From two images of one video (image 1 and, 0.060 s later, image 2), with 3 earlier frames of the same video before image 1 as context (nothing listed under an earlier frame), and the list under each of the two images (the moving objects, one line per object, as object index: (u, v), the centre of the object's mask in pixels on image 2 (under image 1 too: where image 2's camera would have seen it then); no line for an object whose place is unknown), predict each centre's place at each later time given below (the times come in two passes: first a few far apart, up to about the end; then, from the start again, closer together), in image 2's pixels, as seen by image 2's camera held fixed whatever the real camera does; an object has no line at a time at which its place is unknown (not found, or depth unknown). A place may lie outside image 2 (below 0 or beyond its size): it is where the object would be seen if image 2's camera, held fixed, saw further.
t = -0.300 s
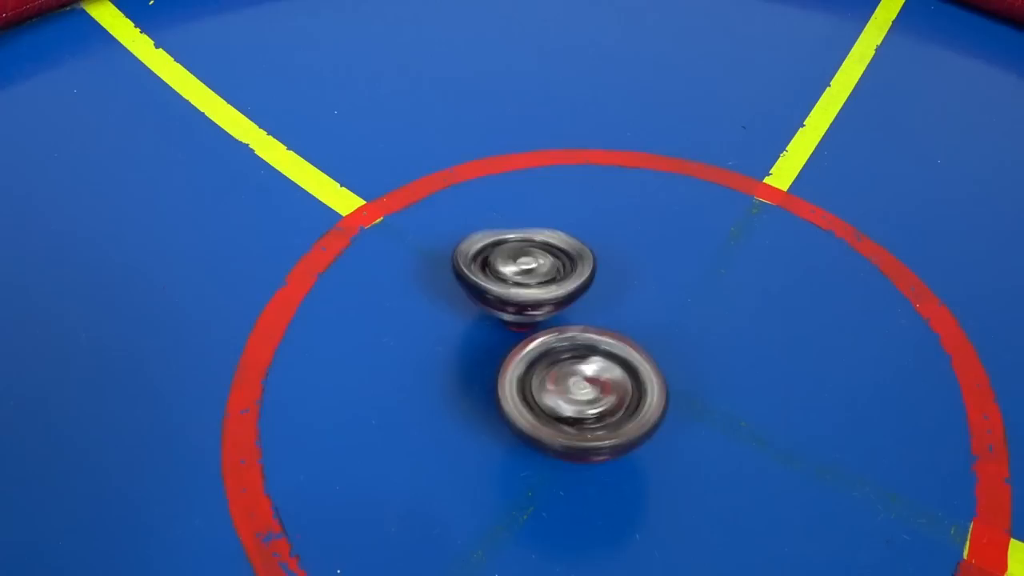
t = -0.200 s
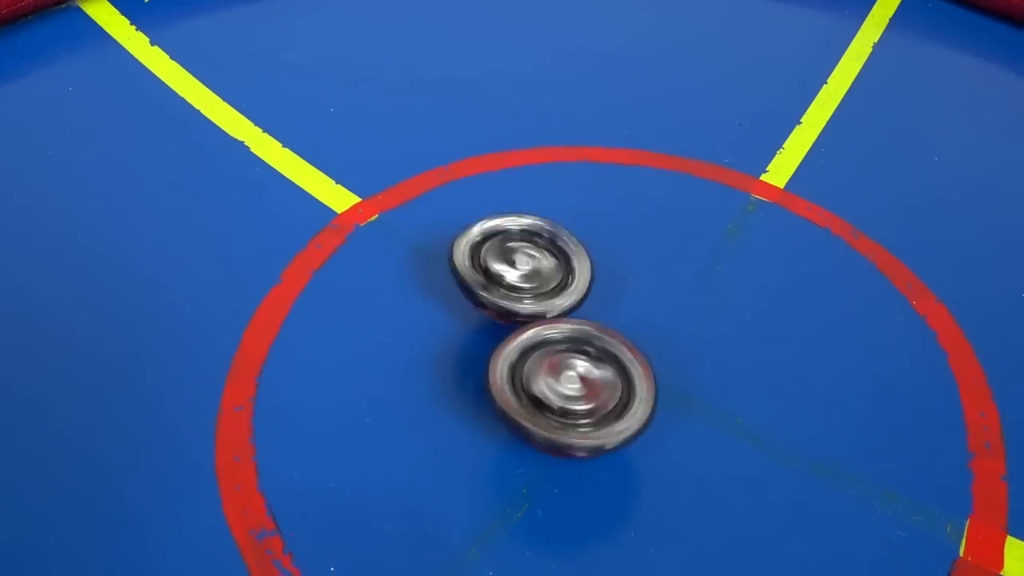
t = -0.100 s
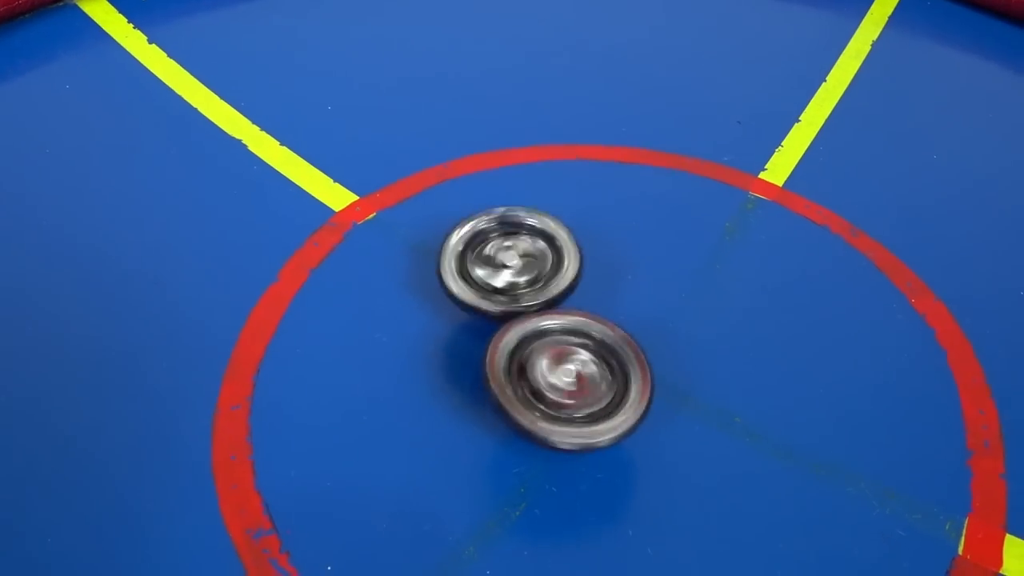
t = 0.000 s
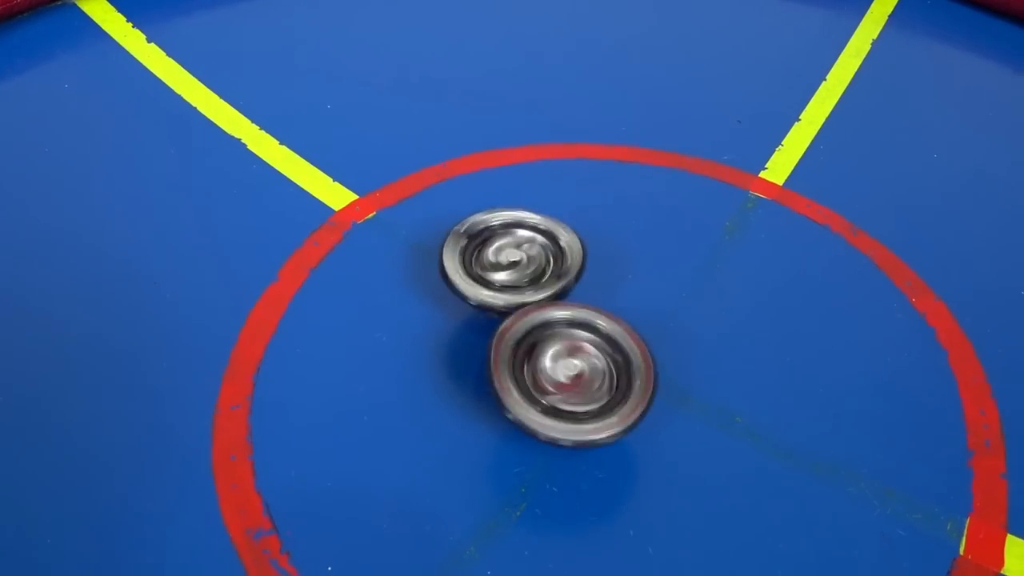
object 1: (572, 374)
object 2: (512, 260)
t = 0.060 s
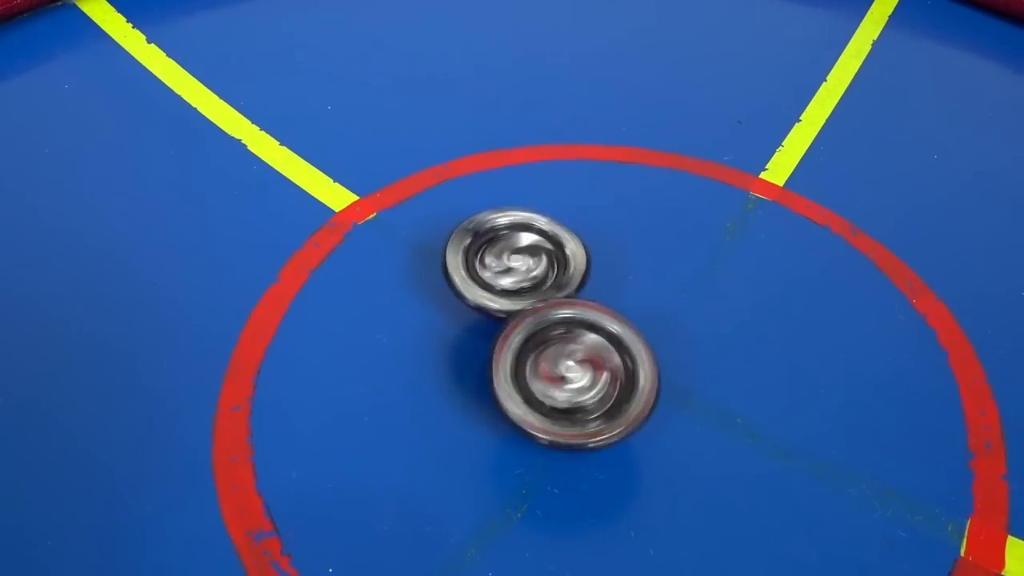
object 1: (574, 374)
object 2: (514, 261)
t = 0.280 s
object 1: (581, 387)
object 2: (517, 265)
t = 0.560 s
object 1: (571, 382)
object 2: (514, 267)
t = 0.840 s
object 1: (538, 383)
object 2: (526, 266)
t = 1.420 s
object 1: (522, 382)
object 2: (575, 259)
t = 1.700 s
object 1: (498, 393)
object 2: (568, 265)
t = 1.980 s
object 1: (506, 361)
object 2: (566, 262)
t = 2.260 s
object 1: (518, 351)
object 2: (610, 258)
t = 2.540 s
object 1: (514, 353)
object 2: (575, 258)
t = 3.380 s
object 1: (539, 347)
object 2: (550, 238)
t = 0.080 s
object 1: (574, 379)
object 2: (514, 260)
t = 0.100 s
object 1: (570, 379)
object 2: (514, 261)
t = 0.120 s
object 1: (570, 377)
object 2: (512, 260)
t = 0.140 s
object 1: (569, 376)
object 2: (514, 260)
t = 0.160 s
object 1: (574, 373)
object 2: (515, 260)
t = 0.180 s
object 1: (579, 374)
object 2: (515, 260)
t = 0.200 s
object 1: (582, 375)
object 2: (516, 260)
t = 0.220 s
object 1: (586, 379)
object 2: (516, 262)
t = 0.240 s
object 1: (583, 381)
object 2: (515, 262)
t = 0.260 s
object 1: (584, 383)
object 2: (517, 264)
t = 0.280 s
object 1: (581, 387)
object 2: (517, 265)
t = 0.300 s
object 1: (578, 385)
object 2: (514, 266)
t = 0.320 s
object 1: (576, 385)
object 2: (514, 266)
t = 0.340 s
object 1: (574, 383)
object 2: (512, 268)
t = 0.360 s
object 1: (578, 382)
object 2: (509, 268)
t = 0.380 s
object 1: (578, 384)
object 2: (509, 268)
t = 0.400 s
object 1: (581, 384)
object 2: (509, 268)
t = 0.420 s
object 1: (580, 384)
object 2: (508, 268)
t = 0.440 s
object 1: (579, 385)
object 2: (509, 268)
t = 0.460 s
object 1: (578, 386)
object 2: (509, 269)
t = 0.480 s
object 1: (573, 386)
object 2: (509, 269)
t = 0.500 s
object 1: (572, 384)
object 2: (511, 269)
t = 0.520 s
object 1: (568, 383)
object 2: (512, 270)
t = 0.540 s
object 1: (570, 381)
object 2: (512, 268)
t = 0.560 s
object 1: (571, 382)
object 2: (514, 267)
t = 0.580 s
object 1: (572, 382)
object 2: (514, 267)
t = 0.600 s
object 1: (573, 382)
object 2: (513, 265)
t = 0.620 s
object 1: (570, 380)
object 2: (514, 264)
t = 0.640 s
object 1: (572, 379)
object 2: (515, 264)
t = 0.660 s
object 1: (570, 379)
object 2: (515, 263)
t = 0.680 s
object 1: (570, 377)
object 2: (515, 262)
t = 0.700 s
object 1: (569, 377)
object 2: (514, 265)
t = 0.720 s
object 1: (567, 373)
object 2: (511, 264)
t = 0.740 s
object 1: (568, 373)
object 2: (513, 262)
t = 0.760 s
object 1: (561, 374)
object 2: (515, 265)
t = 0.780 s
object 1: (559, 372)
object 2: (515, 264)
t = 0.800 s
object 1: (551, 381)
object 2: (521, 264)
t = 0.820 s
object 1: (540, 382)
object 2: (525, 264)
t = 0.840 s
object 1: (538, 383)
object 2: (526, 266)
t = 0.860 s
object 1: (537, 386)
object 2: (531, 265)
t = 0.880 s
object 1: (535, 388)
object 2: (538, 263)
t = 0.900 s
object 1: (535, 390)
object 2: (543, 263)
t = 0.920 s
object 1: (531, 392)
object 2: (546, 264)
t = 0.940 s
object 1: (529, 392)
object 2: (549, 266)
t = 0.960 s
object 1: (528, 392)
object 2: (551, 268)
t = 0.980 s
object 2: (550, 270)
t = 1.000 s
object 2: (548, 273)
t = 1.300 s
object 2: (560, 260)
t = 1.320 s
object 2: (557, 257)
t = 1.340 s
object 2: (562, 255)
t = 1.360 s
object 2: (566, 256)
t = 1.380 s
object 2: (570, 257)
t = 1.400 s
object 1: (522, 380)
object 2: (572, 258)
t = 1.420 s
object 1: (522, 382)
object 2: (575, 259)
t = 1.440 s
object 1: (519, 383)
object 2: (576, 260)
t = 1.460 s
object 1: (518, 381)
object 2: (574, 262)
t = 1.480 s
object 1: (517, 379)
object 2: (568, 264)
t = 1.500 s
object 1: (518, 379)
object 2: (564, 265)
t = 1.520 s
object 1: (517, 381)
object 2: (561, 267)
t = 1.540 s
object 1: (516, 382)
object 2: (562, 269)
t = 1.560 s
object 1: (512, 384)
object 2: (561, 273)
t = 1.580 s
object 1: (510, 386)
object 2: (562, 274)
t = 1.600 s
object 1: (510, 388)
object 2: (560, 273)
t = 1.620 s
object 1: (508, 391)
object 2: (561, 272)
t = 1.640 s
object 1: (505, 393)
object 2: (560, 271)
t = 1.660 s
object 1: (504, 394)
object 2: (561, 267)
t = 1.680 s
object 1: (501, 395)
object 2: (564, 265)
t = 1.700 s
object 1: (498, 393)
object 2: (568, 265)
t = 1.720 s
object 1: (497, 391)
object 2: (569, 268)
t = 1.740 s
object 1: (498, 389)
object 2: (565, 268)
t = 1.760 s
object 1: (495, 384)
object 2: (561, 268)
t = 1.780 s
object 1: (492, 381)
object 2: (557, 267)
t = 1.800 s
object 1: (493, 380)
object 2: (552, 267)
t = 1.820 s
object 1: (492, 377)
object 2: (548, 264)
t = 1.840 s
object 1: (493, 375)
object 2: (547, 258)
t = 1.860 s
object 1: (496, 373)
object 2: (550, 257)
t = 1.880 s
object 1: (493, 369)
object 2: (552, 259)
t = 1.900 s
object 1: (493, 363)
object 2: (555, 260)
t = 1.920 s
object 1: (497, 360)
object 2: (559, 261)
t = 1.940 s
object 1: (499, 360)
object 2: (562, 263)
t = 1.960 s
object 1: (502, 360)
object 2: (565, 263)
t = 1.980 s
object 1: (506, 361)
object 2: (566, 262)
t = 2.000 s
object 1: (507, 361)
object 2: (570, 263)
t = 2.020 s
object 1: (507, 358)
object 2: (575, 263)
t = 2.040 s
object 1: (509, 353)
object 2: (583, 263)
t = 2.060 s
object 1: (510, 353)
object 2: (592, 267)
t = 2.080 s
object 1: (507, 353)
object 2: (599, 271)
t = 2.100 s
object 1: (506, 352)
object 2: (606, 271)
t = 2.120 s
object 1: (506, 351)
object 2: (609, 267)
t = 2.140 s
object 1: (506, 352)
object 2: (609, 265)
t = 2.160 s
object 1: (508, 353)
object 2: (609, 263)
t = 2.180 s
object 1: (511, 352)
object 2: (607, 261)
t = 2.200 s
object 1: (514, 352)
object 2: (605, 258)
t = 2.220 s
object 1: (513, 352)
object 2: (605, 257)
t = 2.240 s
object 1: (515, 351)
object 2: (608, 256)
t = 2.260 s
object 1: (518, 351)
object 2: (610, 258)
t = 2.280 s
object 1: (520, 350)
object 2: (612, 261)
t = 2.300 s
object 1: (519, 347)
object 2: (611, 264)
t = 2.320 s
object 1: (518, 346)
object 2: (611, 266)
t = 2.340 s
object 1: (518, 348)
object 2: (610, 268)
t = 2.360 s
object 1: (515, 351)
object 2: (608, 267)
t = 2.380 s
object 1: (513, 350)
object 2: (605, 267)
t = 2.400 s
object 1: (514, 351)
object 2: (600, 266)
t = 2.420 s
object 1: (513, 353)
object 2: (598, 265)
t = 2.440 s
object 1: (511, 354)
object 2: (595, 265)
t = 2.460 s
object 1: (509, 355)
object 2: (591, 264)
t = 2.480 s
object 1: (508, 357)
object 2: (588, 264)
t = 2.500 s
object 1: (505, 358)
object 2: (584, 263)
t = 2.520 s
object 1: (508, 355)
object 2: (580, 261)
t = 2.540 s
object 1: (514, 353)
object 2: (575, 258)
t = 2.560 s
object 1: (516, 353)
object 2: (572, 254)
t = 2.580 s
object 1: (518, 353)
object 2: (567, 253)
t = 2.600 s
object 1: (519, 352)
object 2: (564, 253)
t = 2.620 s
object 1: (523, 352)
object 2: (562, 251)
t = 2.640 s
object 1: (524, 353)
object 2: (560, 249)
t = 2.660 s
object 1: (524, 353)
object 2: (559, 248)
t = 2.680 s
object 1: (527, 352)
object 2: (557, 246)
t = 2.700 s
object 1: (531, 351)
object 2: (556, 245)
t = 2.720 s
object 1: (534, 352)
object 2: (554, 244)
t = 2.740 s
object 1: (536, 350)
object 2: (553, 243)
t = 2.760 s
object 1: (538, 349)
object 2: (552, 242)
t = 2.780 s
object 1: (540, 353)
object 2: (551, 241)
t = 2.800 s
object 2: (550, 241)
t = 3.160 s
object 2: (541, 236)
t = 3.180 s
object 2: (542, 237)
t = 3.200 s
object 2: (543, 237)
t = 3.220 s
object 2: (545, 237)
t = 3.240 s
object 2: (546, 238)
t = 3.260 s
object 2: (547, 239)
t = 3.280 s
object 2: (548, 238)
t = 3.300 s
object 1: (537, 346)
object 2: (549, 238)
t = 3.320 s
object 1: (539, 348)
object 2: (550, 238)
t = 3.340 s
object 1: (541, 350)
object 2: (550, 238)
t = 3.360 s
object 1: (539, 351)
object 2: (550, 238)
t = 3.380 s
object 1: (539, 347)
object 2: (550, 238)
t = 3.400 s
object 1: (542, 345)
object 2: (550, 237)
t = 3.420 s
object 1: (543, 345)
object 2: (549, 237)
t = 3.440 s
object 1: (541, 345)
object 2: (547, 238)
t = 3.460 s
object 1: (540, 345)
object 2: (547, 237)
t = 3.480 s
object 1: (541, 345)
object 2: (545, 236)
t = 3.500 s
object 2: (544, 237)
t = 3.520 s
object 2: (543, 237)
